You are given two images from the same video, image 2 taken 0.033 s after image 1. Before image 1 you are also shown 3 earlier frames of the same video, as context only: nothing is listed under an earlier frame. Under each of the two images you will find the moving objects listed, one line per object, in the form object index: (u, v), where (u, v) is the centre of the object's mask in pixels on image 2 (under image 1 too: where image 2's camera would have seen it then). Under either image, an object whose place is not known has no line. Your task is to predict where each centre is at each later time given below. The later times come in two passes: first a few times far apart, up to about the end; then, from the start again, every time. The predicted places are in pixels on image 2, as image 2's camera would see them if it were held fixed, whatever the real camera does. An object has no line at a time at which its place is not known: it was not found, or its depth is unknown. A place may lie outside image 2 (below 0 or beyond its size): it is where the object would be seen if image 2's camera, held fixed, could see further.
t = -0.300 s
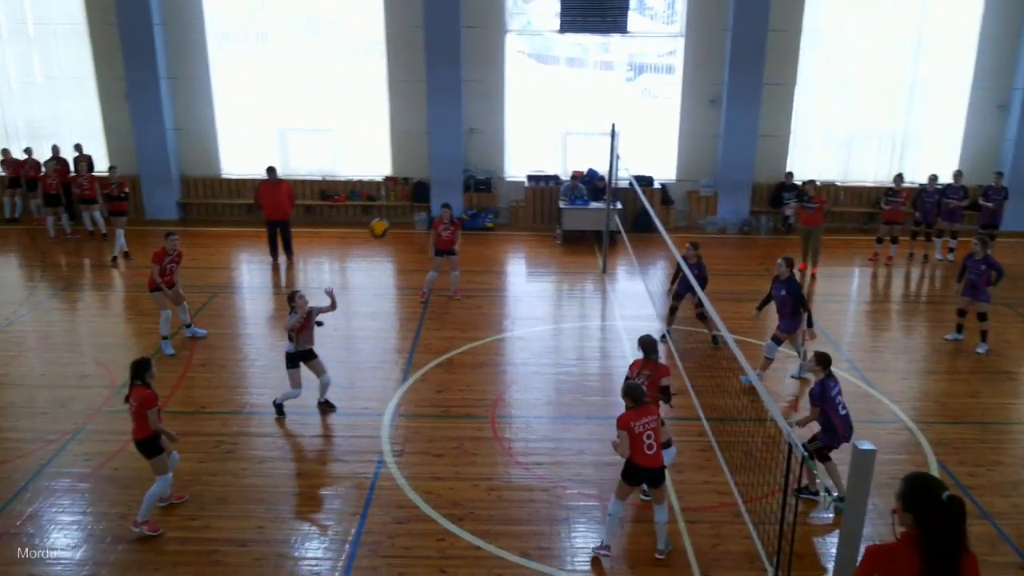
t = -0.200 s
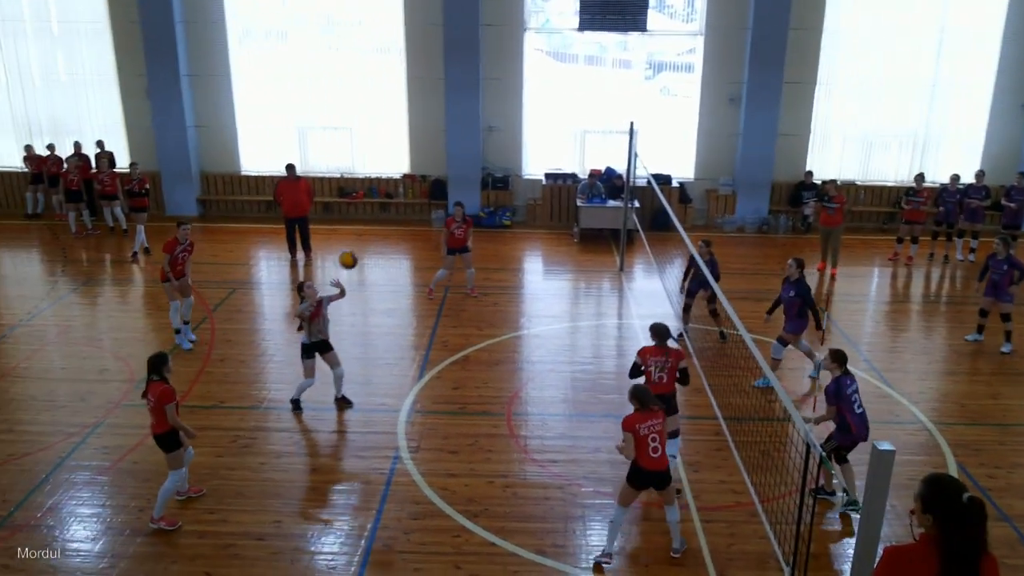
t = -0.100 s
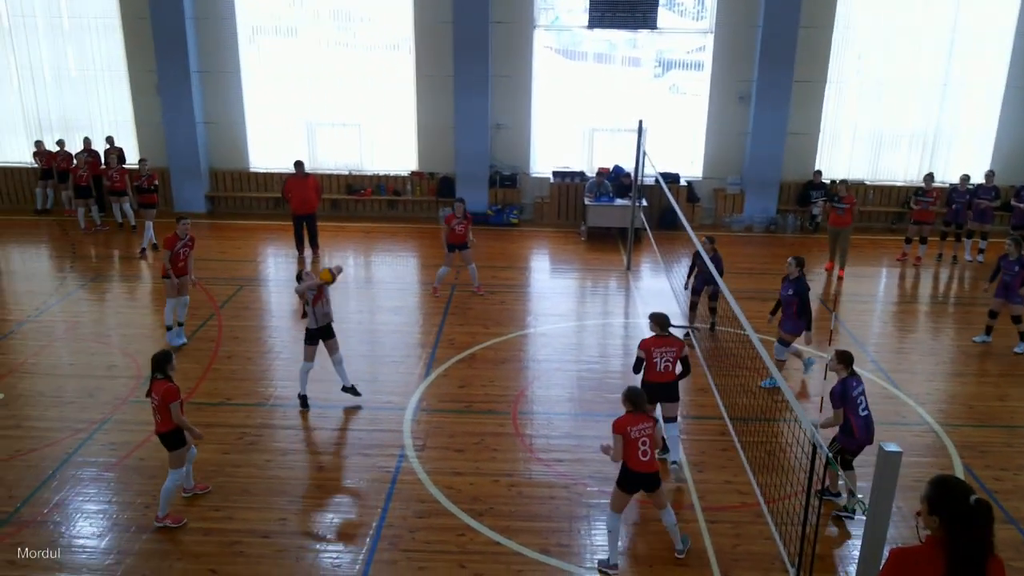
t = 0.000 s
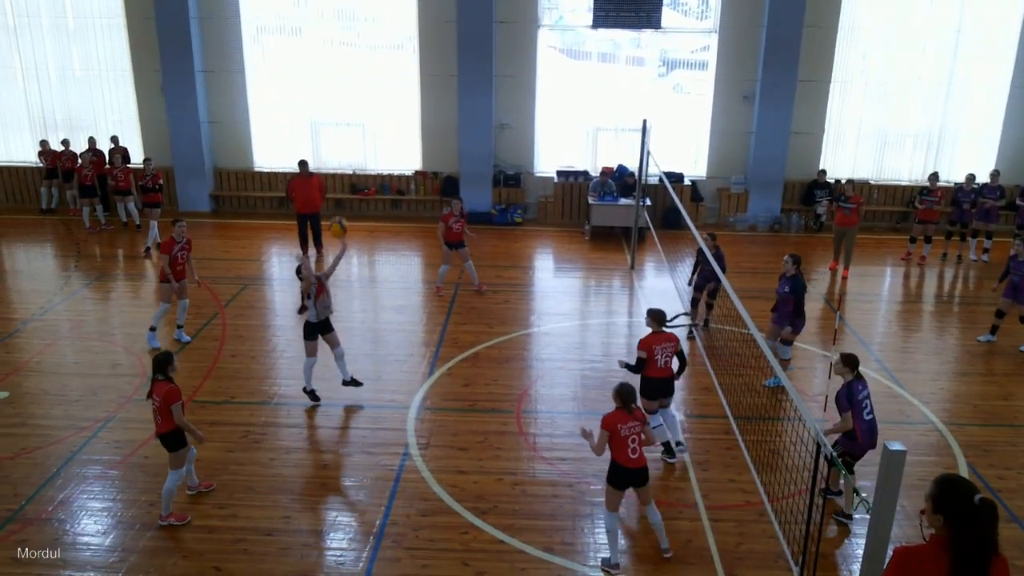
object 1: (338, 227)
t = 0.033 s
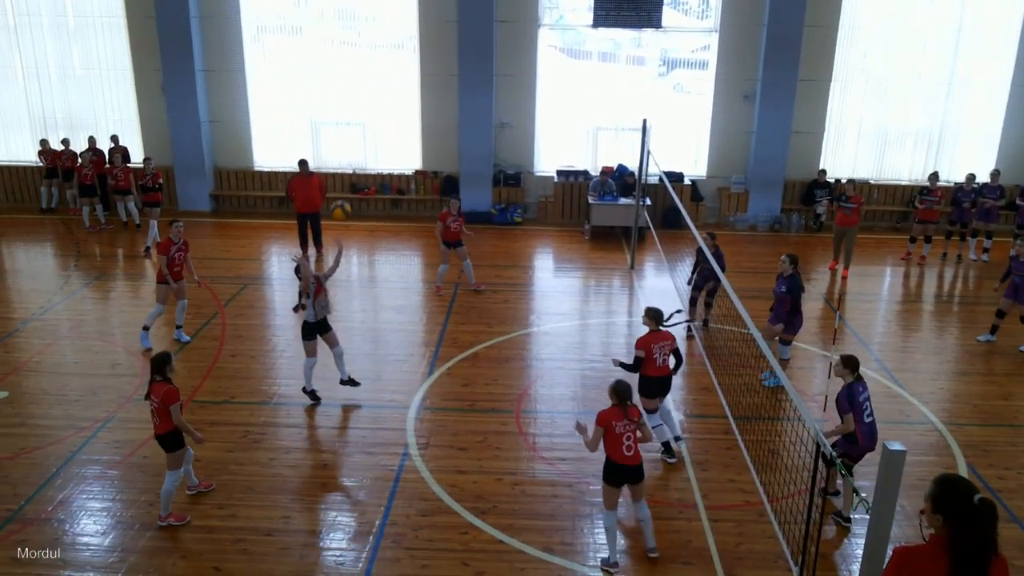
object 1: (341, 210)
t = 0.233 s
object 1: (358, 130)
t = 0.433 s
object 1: (379, 82)
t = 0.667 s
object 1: (408, 77)
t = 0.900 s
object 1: (438, 132)
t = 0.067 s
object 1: (343, 195)
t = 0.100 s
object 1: (346, 181)
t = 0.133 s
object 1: (348, 166)
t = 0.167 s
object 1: (351, 154)
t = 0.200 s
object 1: (355, 142)
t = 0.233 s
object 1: (358, 130)
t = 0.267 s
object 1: (361, 120)
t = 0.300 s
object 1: (365, 110)
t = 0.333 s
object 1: (368, 102)
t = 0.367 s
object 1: (372, 94)
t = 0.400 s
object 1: (375, 87)
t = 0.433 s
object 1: (379, 82)
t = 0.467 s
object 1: (383, 77)
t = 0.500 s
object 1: (387, 75)
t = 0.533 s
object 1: (391, 72)
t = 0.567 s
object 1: (396, 71)
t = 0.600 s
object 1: (400, 72)
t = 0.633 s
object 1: (404, 73)
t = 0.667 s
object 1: (408, 77)
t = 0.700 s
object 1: (412, 81)
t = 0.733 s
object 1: (417, 86)
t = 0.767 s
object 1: (421, 93)
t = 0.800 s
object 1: (426, 99)
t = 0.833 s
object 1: (430, 109)
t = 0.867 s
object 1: (434, 120)
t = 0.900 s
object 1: (438, 132)
